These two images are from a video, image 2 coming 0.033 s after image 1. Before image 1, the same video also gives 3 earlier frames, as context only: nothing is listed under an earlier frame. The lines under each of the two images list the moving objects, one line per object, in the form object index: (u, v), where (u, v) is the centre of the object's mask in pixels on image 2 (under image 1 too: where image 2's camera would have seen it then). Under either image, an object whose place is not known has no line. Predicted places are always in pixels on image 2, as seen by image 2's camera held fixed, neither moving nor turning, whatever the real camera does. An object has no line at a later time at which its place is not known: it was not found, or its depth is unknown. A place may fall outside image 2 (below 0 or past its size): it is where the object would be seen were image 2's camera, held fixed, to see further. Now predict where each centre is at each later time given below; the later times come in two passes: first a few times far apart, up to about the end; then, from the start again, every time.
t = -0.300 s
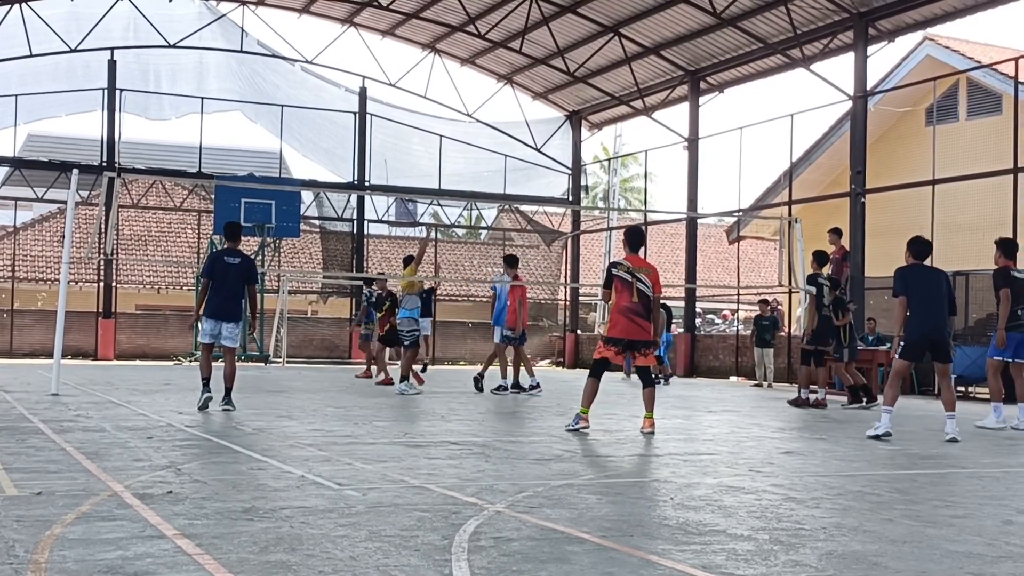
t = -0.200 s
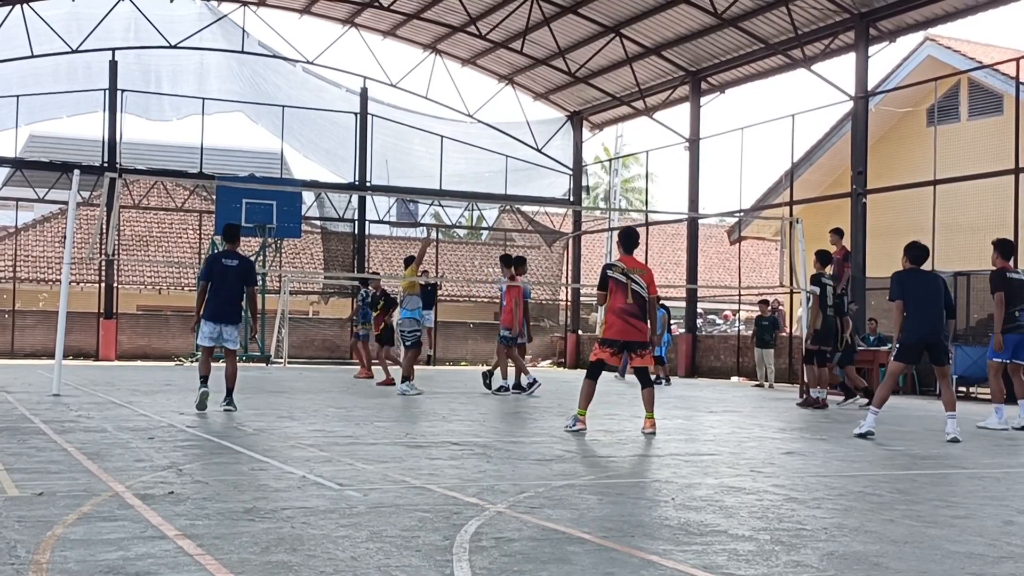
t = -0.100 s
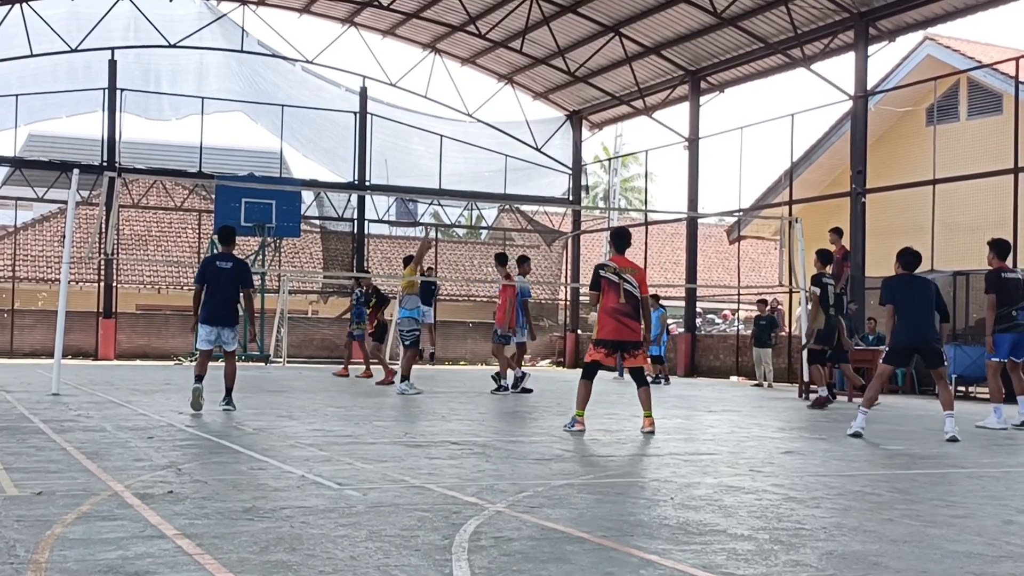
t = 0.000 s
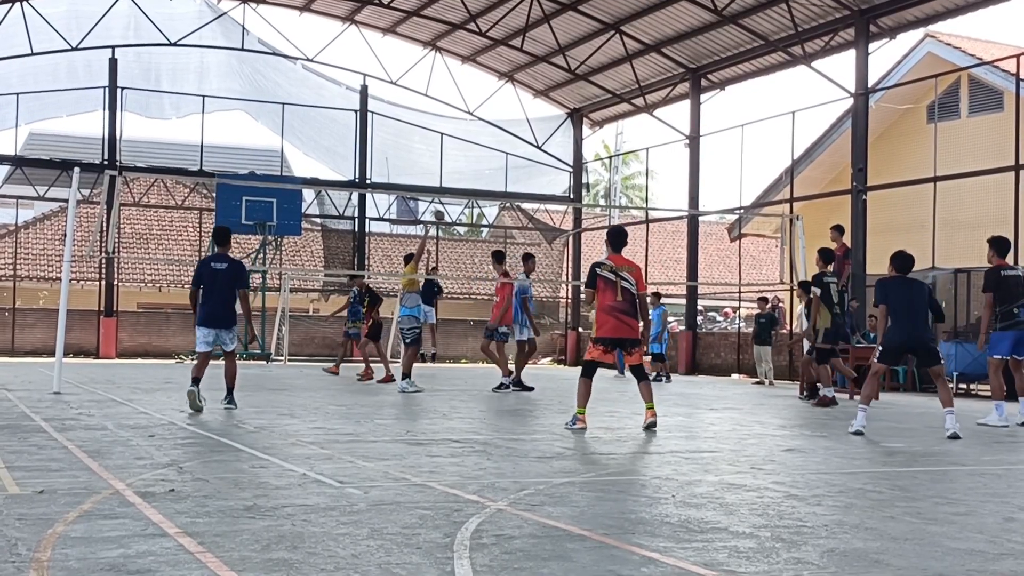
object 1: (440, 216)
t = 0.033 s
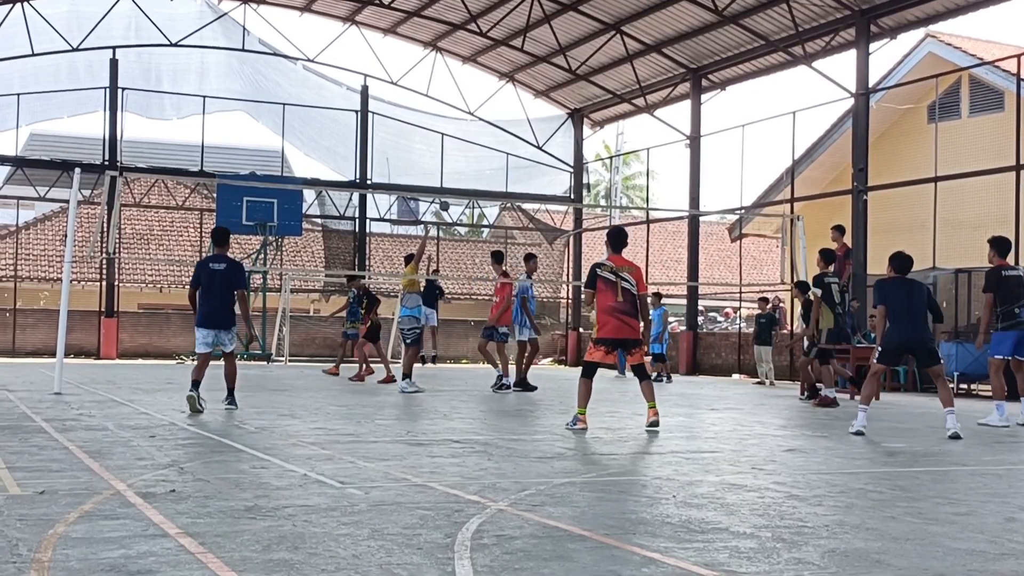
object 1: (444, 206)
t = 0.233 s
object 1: (469, 155)
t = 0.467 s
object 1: (501, 117)
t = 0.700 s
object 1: (544, 117)
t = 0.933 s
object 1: (591, 165)
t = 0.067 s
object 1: (448, 200)
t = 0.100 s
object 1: (453, 186)
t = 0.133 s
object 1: (457, 178)
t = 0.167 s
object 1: (461, 170)
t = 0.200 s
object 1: (465, 162)
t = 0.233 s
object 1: (469, 155)
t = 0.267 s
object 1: (474, 147)
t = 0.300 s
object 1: (478, 141)
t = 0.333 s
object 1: (482, 135)
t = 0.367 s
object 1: (487, 129)
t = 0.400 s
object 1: (491, 125)
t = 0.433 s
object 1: (496, 121)
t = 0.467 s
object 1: (501, 117)
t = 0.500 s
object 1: (507, 115)
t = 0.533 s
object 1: (512, 113)
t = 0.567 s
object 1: (519, 112)
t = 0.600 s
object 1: (525, 112)
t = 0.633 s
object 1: (531, 113)
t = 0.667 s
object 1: (537, 115)
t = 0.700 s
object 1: (544, 117)
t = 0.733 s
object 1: (550, 120)
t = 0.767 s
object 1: (556, 125)
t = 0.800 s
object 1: (563, 130)
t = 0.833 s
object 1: (570, 137)
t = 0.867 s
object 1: (576, 144)
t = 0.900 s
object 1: (585, 154)
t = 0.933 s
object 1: (591, 165)
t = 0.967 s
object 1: (598, 176)
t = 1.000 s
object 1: (605, 190)
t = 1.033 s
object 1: (612, 205)
